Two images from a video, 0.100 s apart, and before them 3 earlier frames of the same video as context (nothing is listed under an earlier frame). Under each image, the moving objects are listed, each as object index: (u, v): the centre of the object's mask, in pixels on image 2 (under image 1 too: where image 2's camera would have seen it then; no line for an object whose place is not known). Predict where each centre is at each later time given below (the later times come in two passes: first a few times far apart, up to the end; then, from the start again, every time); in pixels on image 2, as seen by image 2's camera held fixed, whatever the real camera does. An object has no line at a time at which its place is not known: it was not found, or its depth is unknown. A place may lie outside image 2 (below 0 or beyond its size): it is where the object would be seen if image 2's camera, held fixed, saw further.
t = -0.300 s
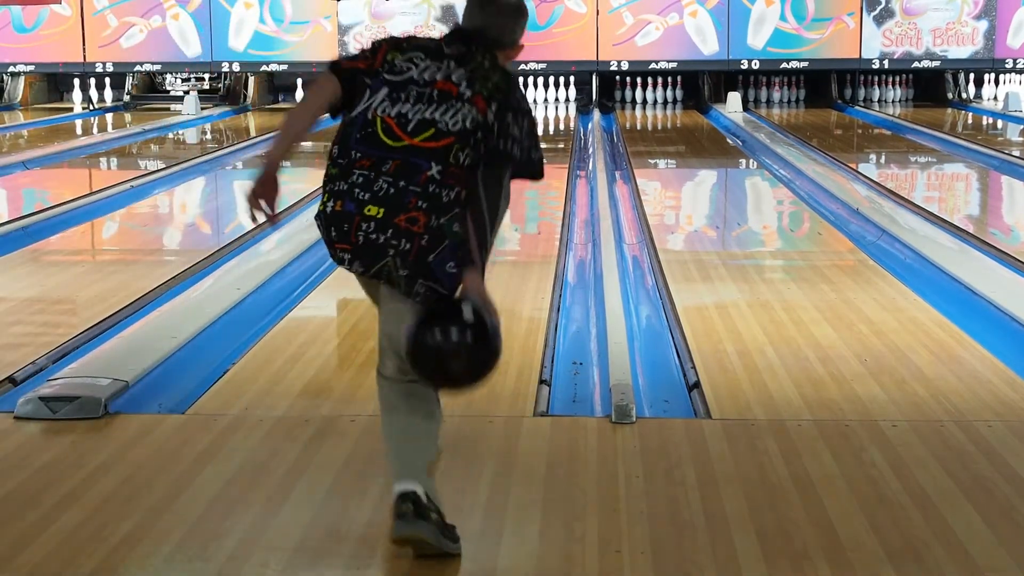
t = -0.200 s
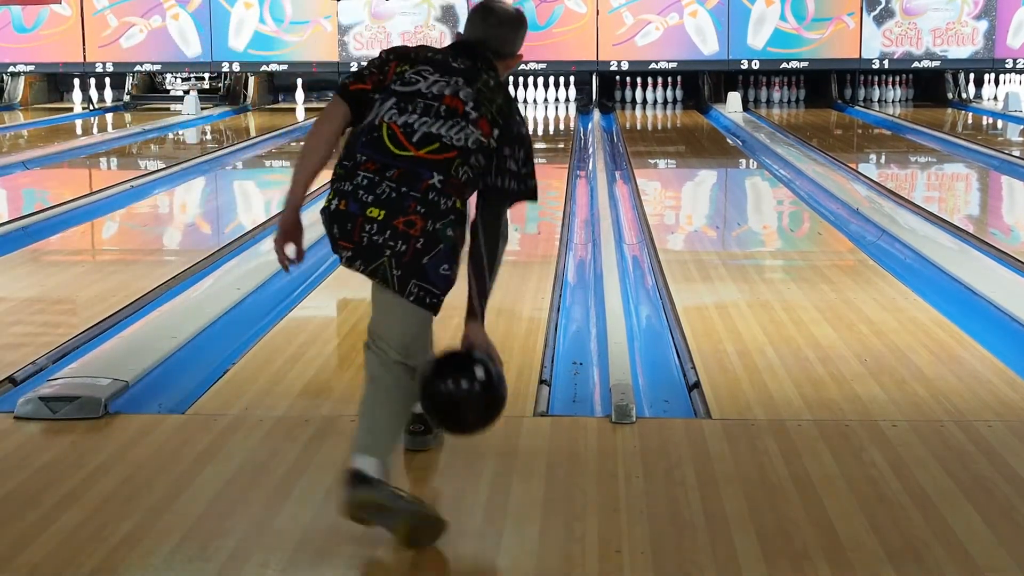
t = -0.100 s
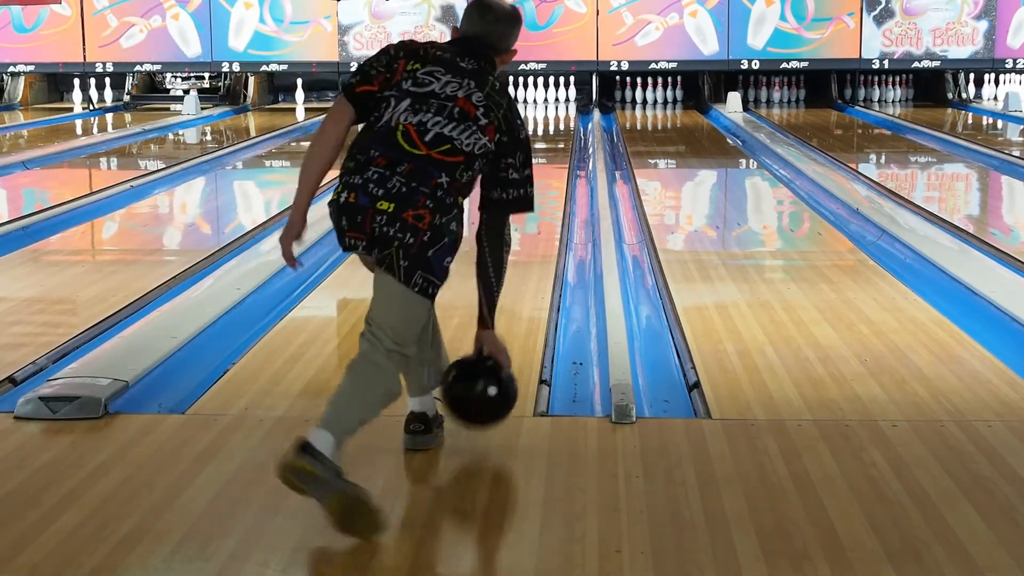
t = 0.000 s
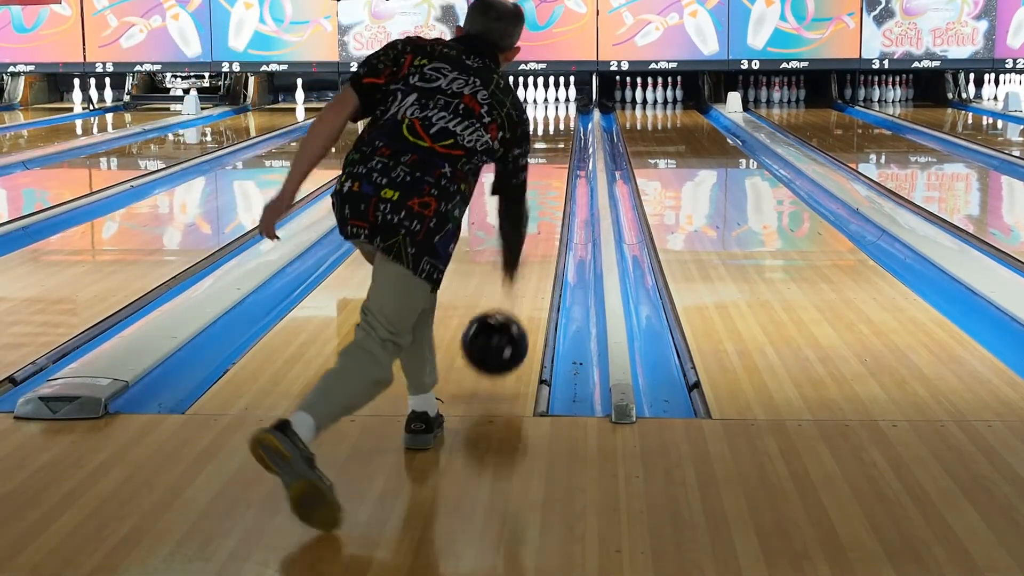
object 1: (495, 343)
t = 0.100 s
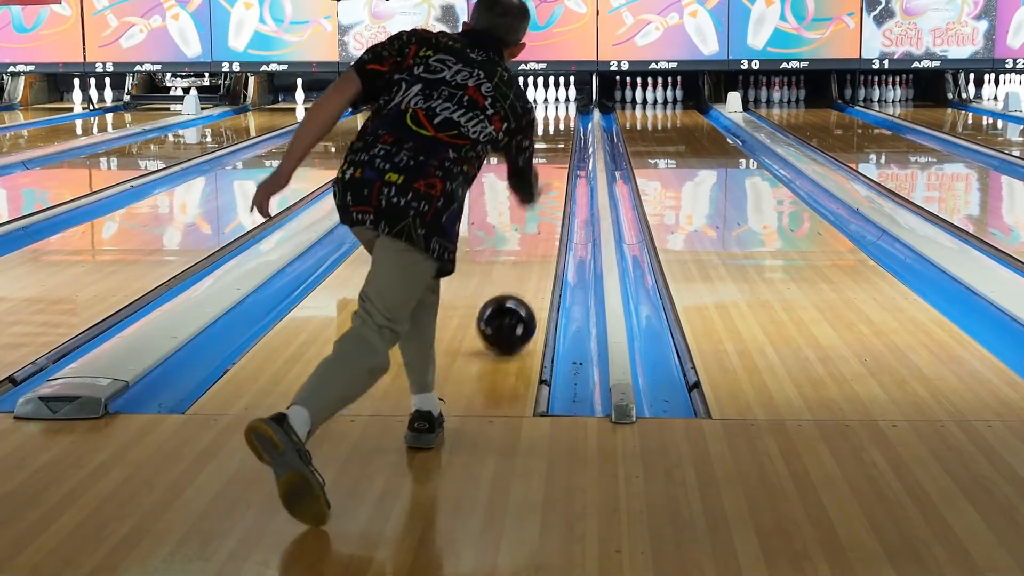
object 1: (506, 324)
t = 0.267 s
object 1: (521, 279)
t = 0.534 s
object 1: (536, 230)
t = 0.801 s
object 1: (544, 197)
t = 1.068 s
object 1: (549, 174)
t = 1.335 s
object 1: (551, 155)
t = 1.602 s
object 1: (552, 141)
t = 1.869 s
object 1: (553, 130)
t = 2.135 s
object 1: (553, 122)
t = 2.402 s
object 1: (552, 114)
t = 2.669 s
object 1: (550, 108)
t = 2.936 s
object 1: (548, 103)
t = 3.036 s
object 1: (547, 101)
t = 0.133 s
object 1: (509, 312)
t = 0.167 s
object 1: (512, 302)
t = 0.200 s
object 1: (516, 295)
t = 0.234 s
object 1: (518, 286)
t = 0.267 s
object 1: (521, 279)
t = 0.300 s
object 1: (523, 271)
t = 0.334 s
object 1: (525, 264)
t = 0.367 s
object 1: (527, 258)
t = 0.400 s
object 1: (529, 251)
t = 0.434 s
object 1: (531, 246)
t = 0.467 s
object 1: (533, 240)
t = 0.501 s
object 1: (535, 235)
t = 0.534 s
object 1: (536, 230)
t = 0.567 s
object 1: (537, 225)
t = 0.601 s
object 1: (539, 220)
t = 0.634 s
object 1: (540, 216)
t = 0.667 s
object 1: (541, 212)
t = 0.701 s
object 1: (542, 208)
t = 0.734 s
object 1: (543, 204)
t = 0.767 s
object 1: (543, 201)
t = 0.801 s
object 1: (544, 197)
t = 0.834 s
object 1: (545, 194)
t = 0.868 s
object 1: (546, 191)
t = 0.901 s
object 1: (546, 188)
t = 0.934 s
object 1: (547, 185)
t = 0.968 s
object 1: (547, 182)
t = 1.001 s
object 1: (548, 179)
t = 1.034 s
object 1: (548, 176)
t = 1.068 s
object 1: (549, 174)
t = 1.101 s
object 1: (549, 171)
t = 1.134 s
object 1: (550, 168)
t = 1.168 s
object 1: (550, 166)
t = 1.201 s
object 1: (550, 163)
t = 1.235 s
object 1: (551, 161)
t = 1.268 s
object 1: (551, 159)
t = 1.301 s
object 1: (551, 157)
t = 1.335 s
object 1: (551, 155)
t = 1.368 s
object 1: (551, 153)
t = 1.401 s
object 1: (552, 151)
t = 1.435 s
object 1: (552, 149)
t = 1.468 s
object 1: (552, 148)
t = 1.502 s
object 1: (552, 146)
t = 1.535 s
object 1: (552, 144)
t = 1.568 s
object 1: (552, 143)
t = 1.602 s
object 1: (552, 141)
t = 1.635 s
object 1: (553, 140)
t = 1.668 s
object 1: (553, 138)
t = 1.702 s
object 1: (553, 137)
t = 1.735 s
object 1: (553, 135)
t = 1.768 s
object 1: (553, 134)
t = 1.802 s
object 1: (553, 133)
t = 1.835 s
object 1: (553, 132)
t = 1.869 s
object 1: (553, 130)
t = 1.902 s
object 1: (553, 129)
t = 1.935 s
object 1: (554, 128)
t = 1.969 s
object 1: (553, 127)
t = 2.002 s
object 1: (553, 125)
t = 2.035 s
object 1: (553, 125)
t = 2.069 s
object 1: (553, 124)
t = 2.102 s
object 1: (553, 123)
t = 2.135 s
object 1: (553, 122)
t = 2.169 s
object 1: (553, 121)
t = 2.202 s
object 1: (553, 120)
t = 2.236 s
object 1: (553, 119)
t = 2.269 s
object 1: (552, 118)
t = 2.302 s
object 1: (552, 117)
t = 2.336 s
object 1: (552, 116)
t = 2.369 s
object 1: (552, 115)
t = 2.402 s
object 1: (552, 114)
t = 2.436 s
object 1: (552, 113)
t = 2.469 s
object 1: (552, 113)
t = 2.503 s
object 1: (551, 112)
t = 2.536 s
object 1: (551, 111)
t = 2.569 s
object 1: (551, 110)
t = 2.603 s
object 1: (551, 109)
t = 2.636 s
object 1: (551, 108)
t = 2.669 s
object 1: (550, 108)
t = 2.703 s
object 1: (550, 107)
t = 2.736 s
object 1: (550, 106)
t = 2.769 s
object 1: (550, 106)
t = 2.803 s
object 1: (549, 106)
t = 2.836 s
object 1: (549, 105)
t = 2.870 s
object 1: (549, 104)
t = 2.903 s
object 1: (548, 103)
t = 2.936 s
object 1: (548, 103)
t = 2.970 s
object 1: (548, 102)
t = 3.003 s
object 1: (547, 102)
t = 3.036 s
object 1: (547, 101)
